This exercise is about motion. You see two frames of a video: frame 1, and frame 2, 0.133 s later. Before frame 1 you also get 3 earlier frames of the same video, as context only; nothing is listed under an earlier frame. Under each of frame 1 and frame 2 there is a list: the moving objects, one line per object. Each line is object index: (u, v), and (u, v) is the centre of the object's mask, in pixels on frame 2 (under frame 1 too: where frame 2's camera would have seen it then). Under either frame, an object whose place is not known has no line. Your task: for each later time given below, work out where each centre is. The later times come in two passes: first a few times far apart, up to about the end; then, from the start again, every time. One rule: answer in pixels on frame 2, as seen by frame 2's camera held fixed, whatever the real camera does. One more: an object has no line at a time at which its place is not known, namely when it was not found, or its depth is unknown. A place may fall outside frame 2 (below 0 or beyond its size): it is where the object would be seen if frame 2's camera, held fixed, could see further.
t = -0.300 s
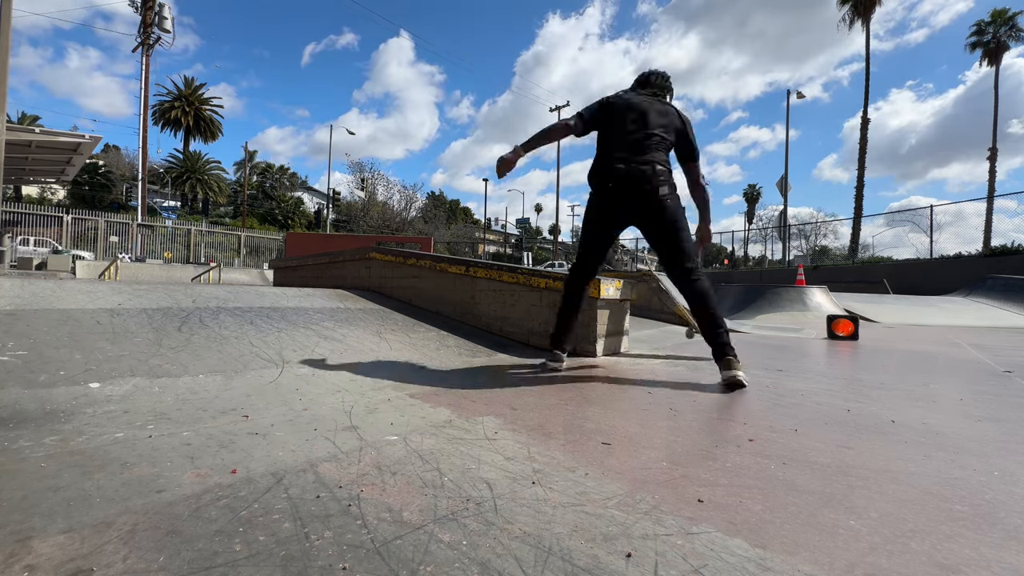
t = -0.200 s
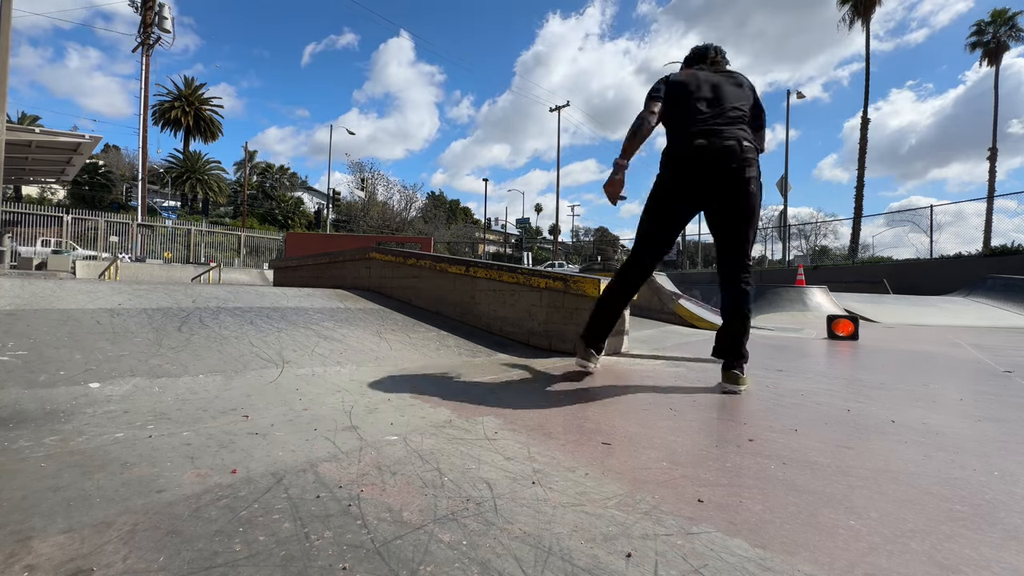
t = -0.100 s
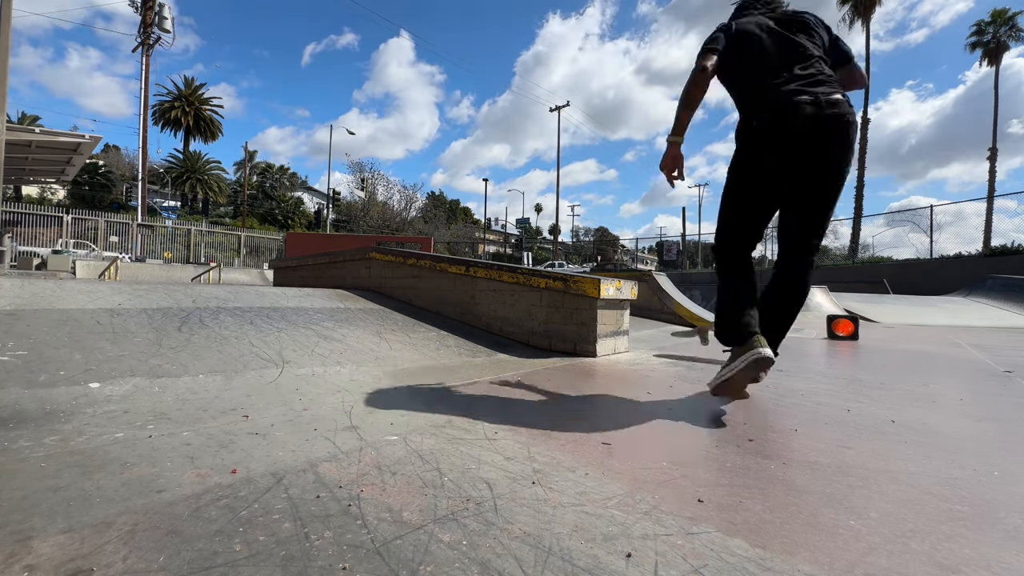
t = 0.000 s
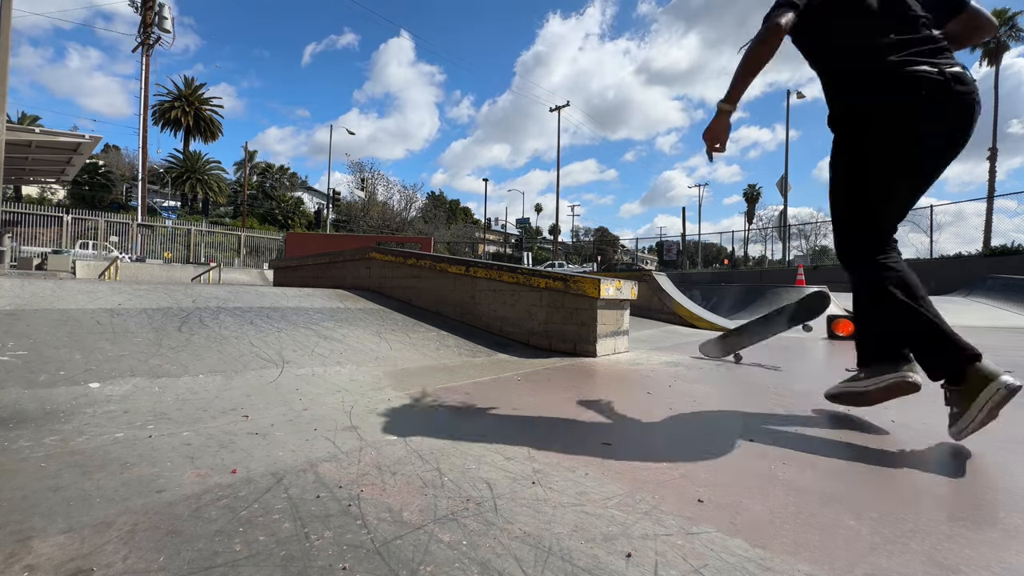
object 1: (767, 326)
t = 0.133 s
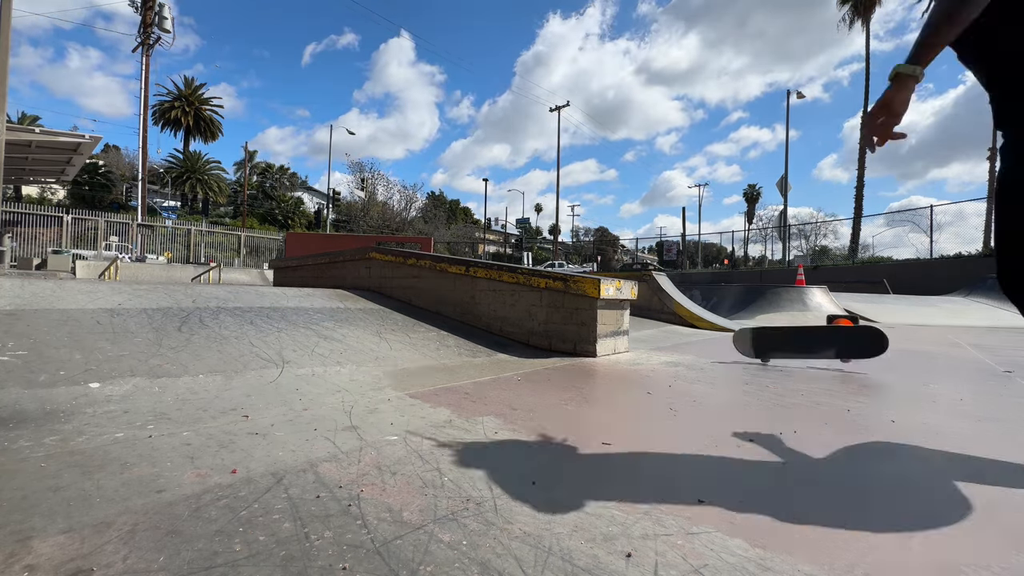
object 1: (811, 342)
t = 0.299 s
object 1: (868, 359)
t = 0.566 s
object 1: (927, 361)
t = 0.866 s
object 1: (952, 363)
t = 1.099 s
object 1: (954, 364)
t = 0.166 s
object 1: (822, 347)
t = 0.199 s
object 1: (833, 348)
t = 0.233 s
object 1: (844, 351)
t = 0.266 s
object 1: (856, 354)
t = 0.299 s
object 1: (868, 359)
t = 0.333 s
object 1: (879, 363)
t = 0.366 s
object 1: (880, 364)
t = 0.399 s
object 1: (886, 361)
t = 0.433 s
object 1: (895, 359)
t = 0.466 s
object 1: (904, 360)
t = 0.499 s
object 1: (912, 360)
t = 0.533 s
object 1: (920, 360)
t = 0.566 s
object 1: (927, 361)
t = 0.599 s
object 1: (933, 361)
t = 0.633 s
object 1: (939, 361)
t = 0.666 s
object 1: (942, 361)
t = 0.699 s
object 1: (945, 361)
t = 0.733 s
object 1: (947, 361)
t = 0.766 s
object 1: (949, 361)
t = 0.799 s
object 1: (950, 362)
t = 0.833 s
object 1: (951, 362)
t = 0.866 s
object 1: (952, 363)
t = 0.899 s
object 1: (953, 364)
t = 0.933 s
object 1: (954, 364)
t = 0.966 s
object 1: (954, 364)
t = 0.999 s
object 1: (954, 364)
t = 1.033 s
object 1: (954, 364)
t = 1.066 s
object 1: (954, 364)
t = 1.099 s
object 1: (954, 364)
